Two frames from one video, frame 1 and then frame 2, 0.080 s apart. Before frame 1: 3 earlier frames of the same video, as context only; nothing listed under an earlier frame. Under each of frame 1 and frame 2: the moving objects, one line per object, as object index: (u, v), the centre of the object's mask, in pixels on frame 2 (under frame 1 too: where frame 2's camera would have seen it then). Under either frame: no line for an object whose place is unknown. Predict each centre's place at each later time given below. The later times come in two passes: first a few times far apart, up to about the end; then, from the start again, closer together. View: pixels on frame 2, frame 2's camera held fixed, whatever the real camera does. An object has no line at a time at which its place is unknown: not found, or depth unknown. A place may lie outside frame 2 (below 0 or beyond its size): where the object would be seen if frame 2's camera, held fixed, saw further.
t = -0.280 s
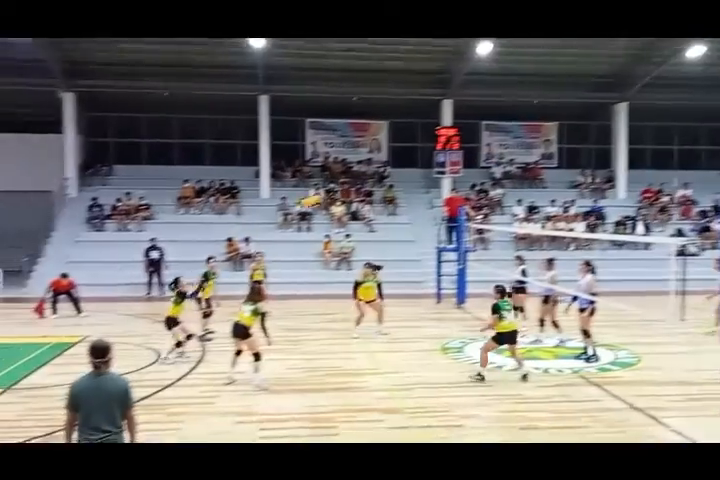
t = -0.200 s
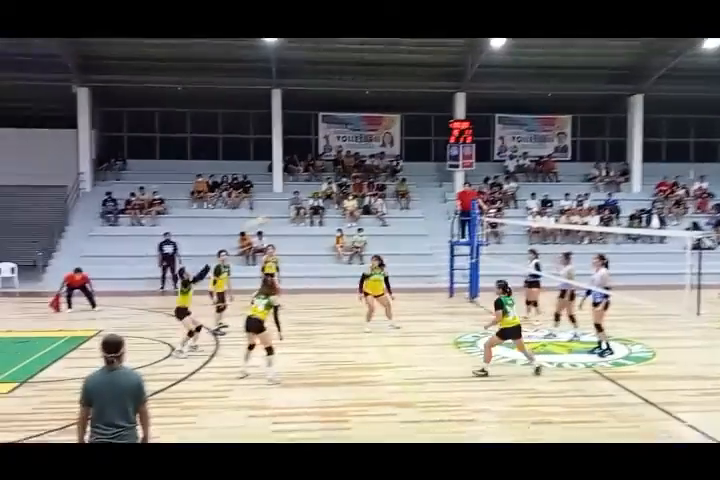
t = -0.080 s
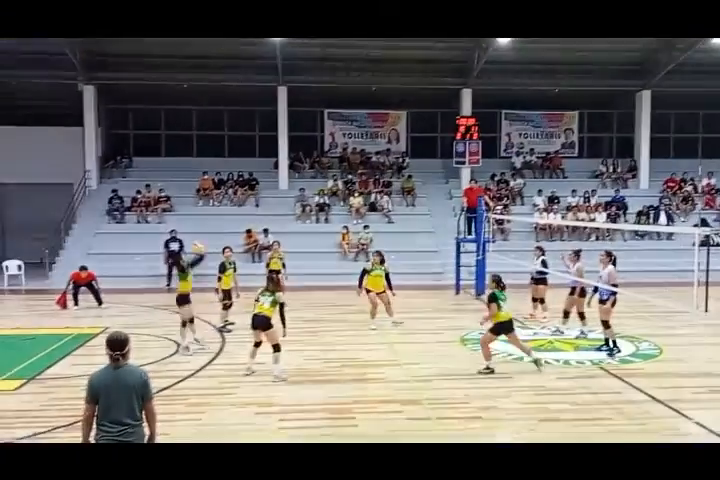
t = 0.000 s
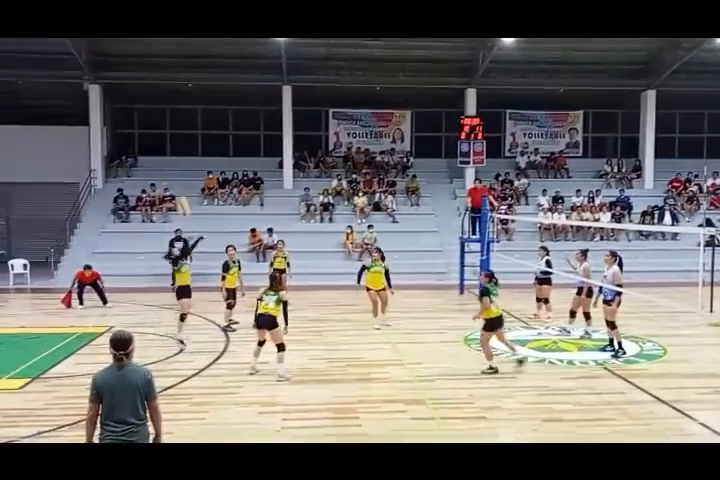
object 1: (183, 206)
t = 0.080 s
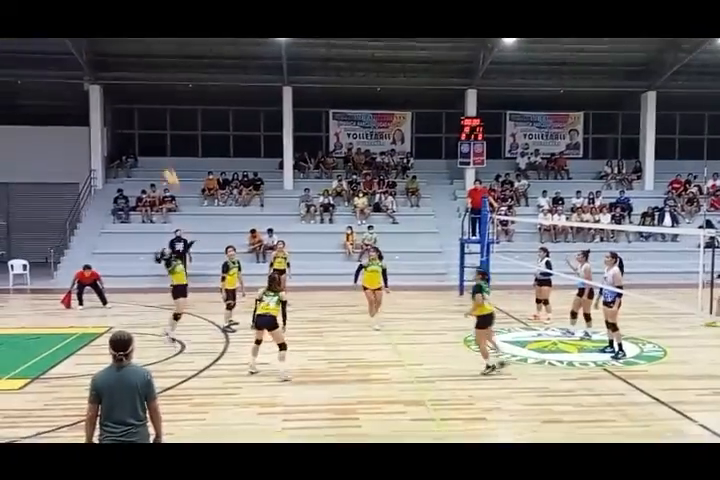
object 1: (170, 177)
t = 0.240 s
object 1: (142, 119)
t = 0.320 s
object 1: (130, 99)
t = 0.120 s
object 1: (166, 165)
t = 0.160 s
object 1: (159, 152)
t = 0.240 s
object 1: (142, 119)
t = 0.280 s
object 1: (136, 109)
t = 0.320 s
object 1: (130, 99)
